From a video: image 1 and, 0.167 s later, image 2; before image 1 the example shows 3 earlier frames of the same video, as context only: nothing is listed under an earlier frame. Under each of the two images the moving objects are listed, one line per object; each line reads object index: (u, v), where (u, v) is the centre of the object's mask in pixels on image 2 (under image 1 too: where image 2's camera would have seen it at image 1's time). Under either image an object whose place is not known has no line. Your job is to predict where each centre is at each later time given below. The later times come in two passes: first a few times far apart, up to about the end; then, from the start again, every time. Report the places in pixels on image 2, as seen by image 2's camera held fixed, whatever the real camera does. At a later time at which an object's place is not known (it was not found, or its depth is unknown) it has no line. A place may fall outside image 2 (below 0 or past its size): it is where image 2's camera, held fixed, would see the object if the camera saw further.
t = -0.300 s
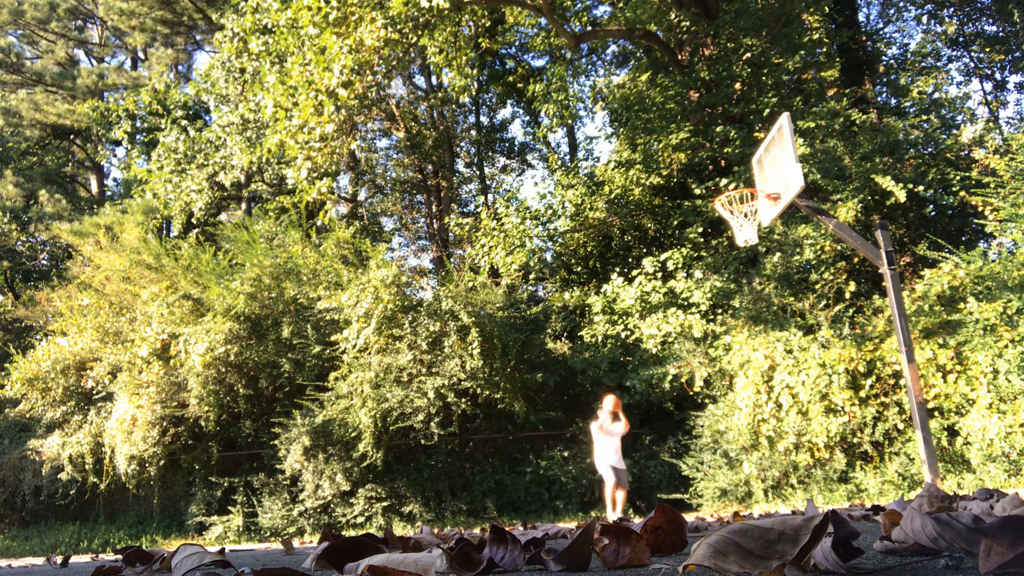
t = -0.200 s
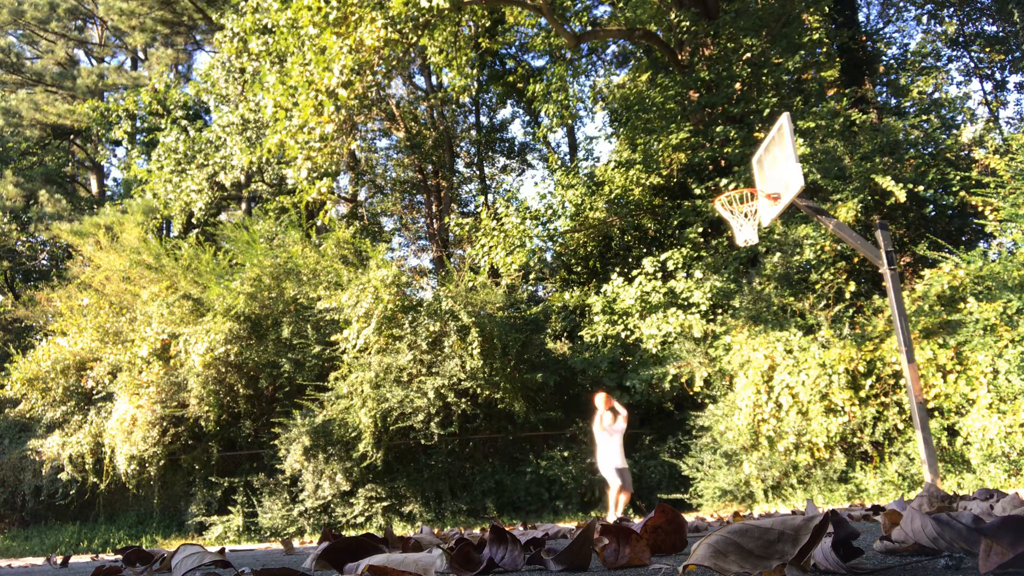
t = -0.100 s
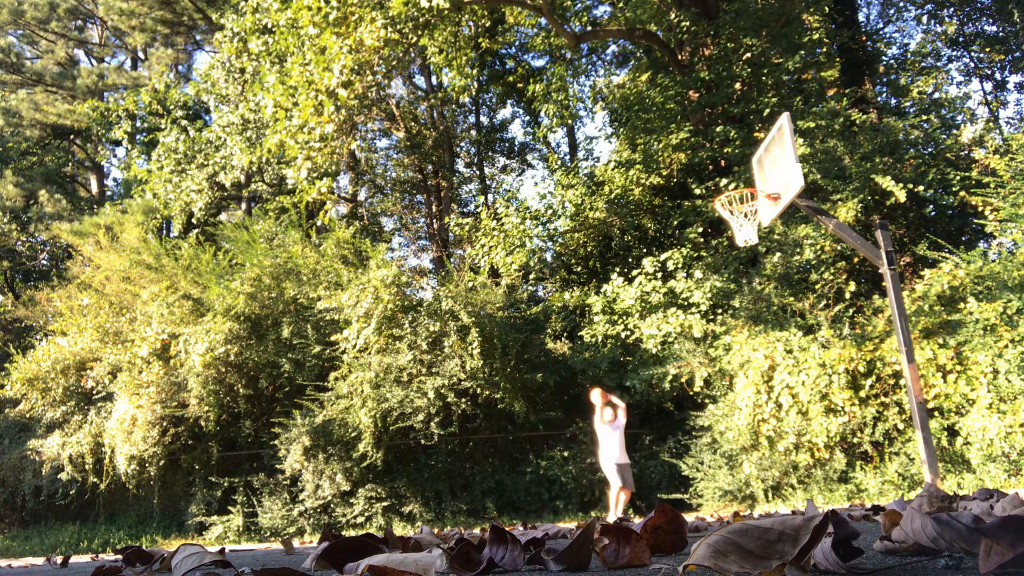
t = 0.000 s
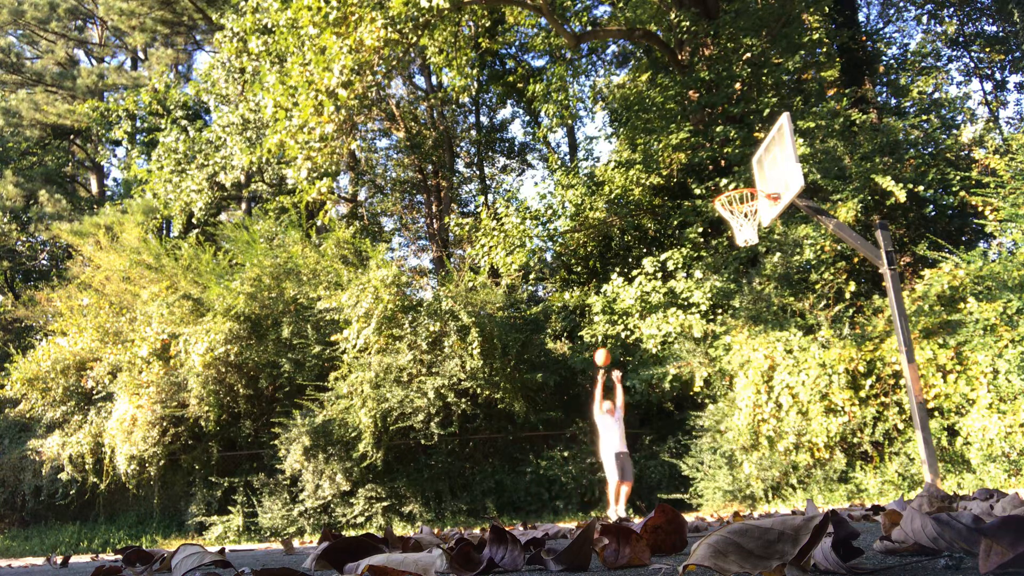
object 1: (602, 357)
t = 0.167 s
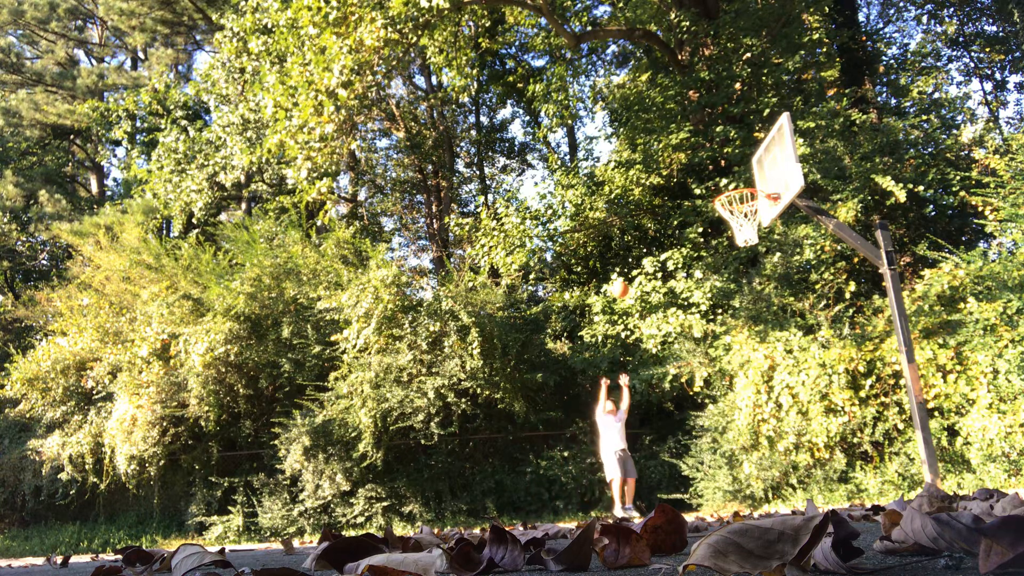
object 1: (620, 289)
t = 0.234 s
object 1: (627, 266)
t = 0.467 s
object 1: (661, 202)
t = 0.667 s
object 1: (699, 173)
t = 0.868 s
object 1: (748, 170)
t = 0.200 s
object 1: (624, 277)
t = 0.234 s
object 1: (627, 266)
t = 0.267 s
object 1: (631, 255)
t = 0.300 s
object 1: (636, 245)
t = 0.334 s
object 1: (640, 235)
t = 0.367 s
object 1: (645, 226)
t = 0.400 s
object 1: (650, 217)
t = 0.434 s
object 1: (656, 210)
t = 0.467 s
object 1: (661, 202)
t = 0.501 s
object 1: (667, 195)
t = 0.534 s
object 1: (672, 190)
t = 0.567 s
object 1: (679, 184)
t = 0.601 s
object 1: (685, 180)
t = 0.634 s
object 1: (692, 175)
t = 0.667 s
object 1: (699, 173)
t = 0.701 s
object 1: (706, 170)
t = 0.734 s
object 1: (714, 168)
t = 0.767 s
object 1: (722, 168)
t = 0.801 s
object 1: (730, 168)
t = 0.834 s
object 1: (739, 168)
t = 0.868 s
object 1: (748, 170)
